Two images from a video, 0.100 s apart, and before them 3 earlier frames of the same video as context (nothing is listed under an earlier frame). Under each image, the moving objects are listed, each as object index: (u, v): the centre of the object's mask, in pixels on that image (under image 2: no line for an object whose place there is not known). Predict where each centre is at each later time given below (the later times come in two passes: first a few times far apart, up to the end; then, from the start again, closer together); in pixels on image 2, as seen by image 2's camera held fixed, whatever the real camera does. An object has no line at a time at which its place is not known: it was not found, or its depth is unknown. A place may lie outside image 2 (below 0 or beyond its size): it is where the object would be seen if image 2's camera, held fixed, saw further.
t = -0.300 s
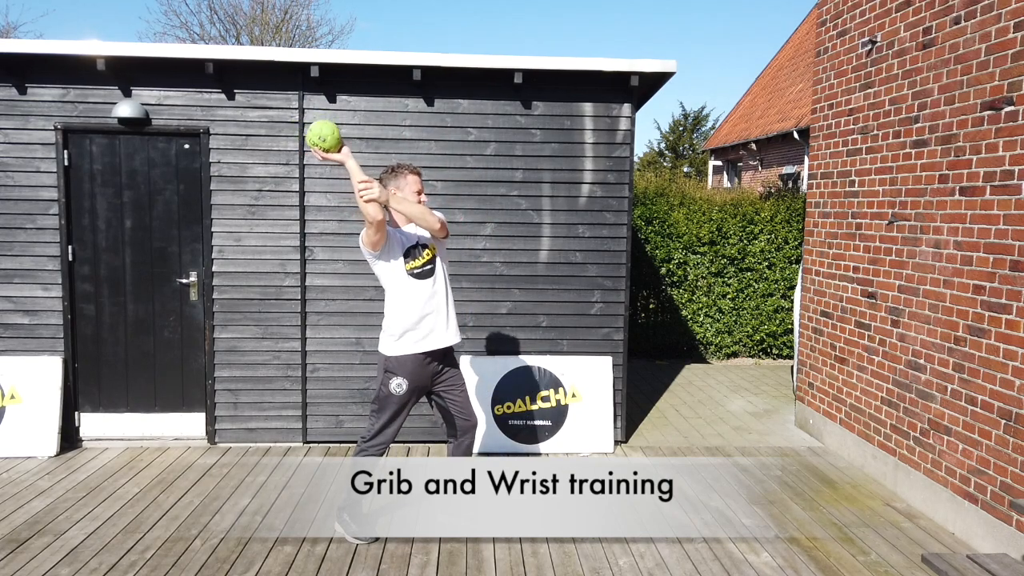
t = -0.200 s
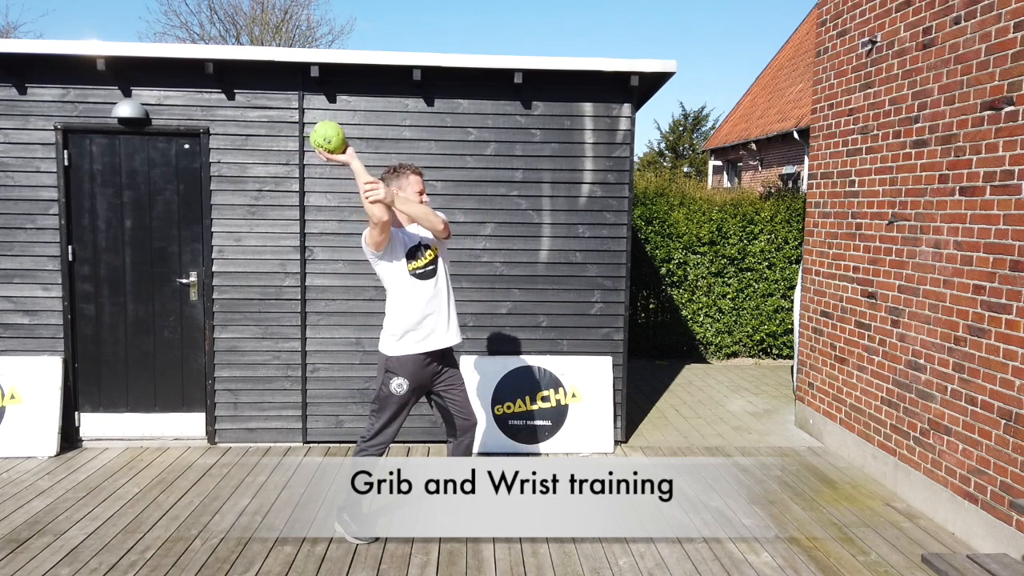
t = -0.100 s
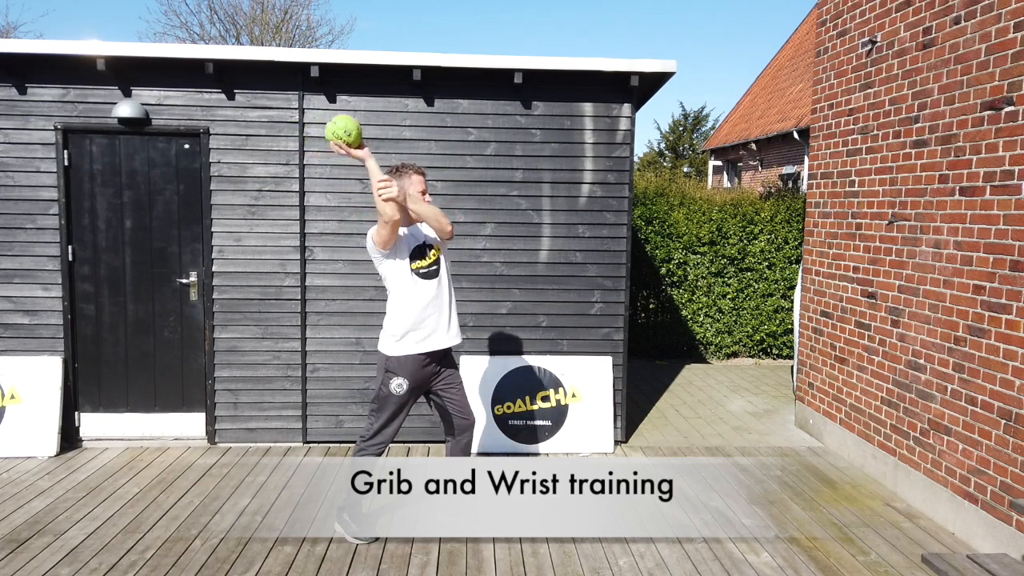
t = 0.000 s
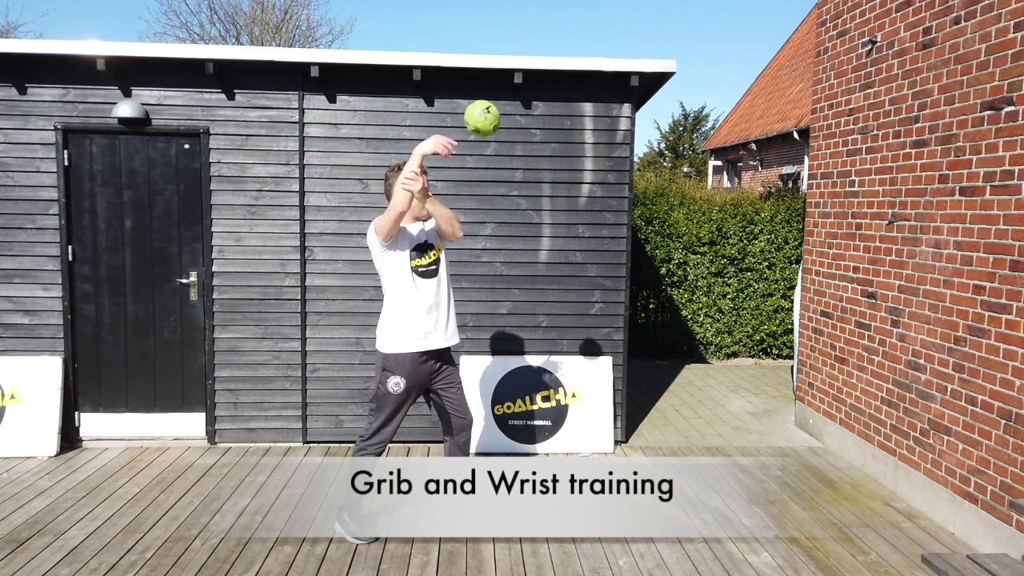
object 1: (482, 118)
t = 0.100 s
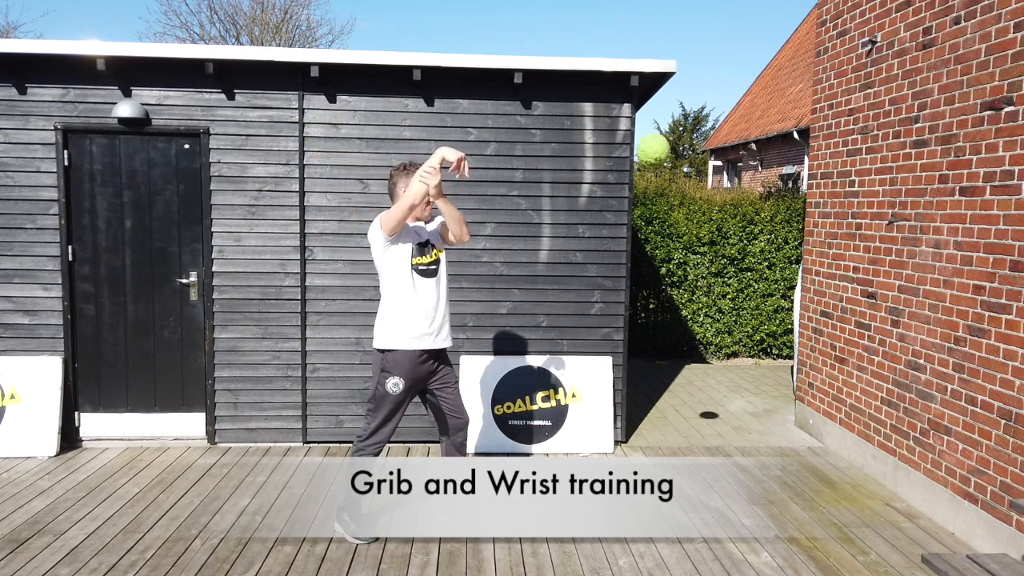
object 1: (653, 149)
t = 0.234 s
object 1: (852, 217)
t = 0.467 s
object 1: (826, 359)
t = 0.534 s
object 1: (777, 414)
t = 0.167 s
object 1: (756, 179)
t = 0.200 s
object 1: (805, 199)
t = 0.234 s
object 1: (852, 217)
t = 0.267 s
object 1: (897, 238)
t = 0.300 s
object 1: (940, 260)
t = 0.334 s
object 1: (924, 276)
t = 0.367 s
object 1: (900, 294)
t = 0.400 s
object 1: (875, 314)
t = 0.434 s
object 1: (851, 335)
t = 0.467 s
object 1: (826, 359)
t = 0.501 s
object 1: (801, 386)
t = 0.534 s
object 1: (777, 414)
